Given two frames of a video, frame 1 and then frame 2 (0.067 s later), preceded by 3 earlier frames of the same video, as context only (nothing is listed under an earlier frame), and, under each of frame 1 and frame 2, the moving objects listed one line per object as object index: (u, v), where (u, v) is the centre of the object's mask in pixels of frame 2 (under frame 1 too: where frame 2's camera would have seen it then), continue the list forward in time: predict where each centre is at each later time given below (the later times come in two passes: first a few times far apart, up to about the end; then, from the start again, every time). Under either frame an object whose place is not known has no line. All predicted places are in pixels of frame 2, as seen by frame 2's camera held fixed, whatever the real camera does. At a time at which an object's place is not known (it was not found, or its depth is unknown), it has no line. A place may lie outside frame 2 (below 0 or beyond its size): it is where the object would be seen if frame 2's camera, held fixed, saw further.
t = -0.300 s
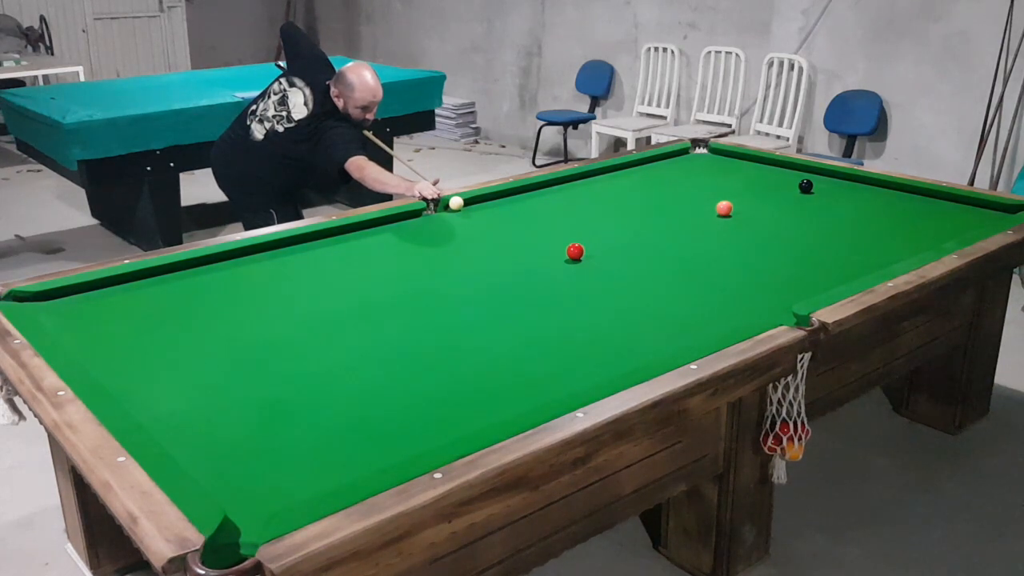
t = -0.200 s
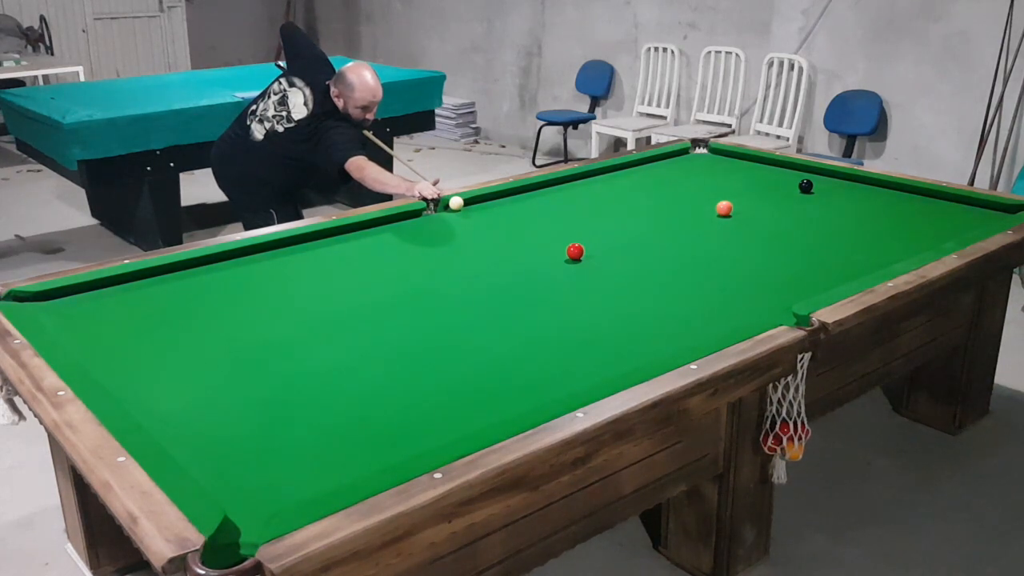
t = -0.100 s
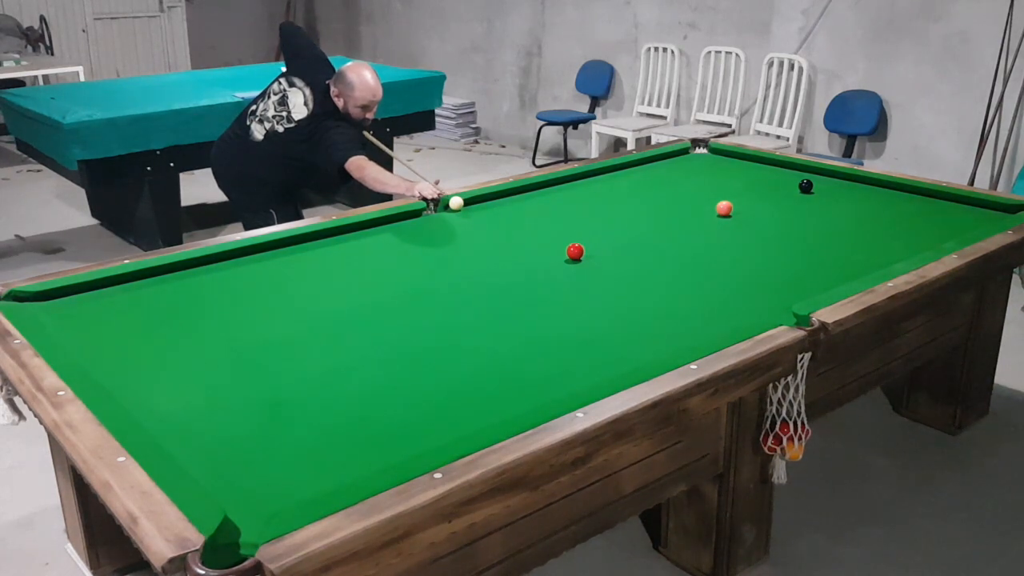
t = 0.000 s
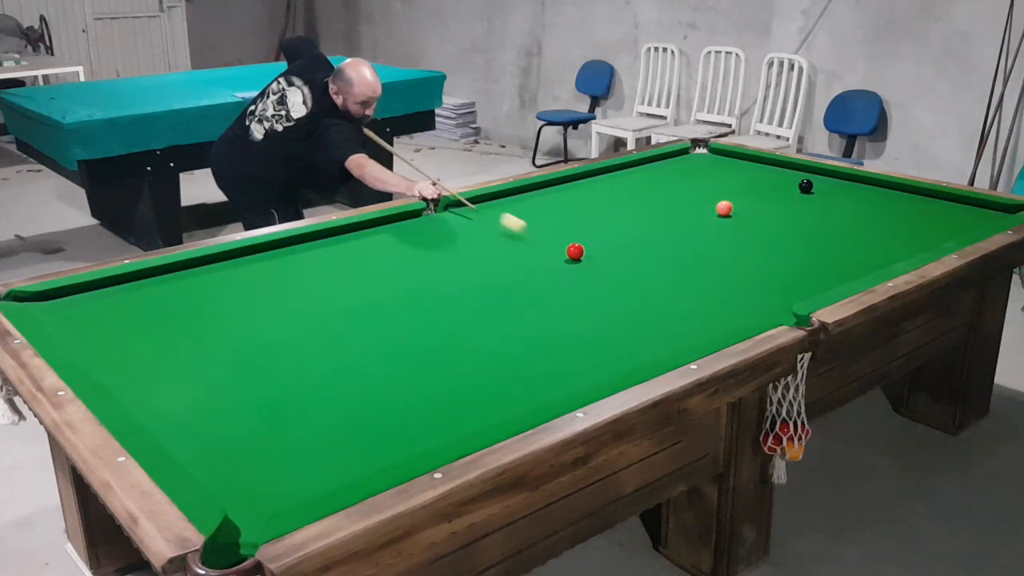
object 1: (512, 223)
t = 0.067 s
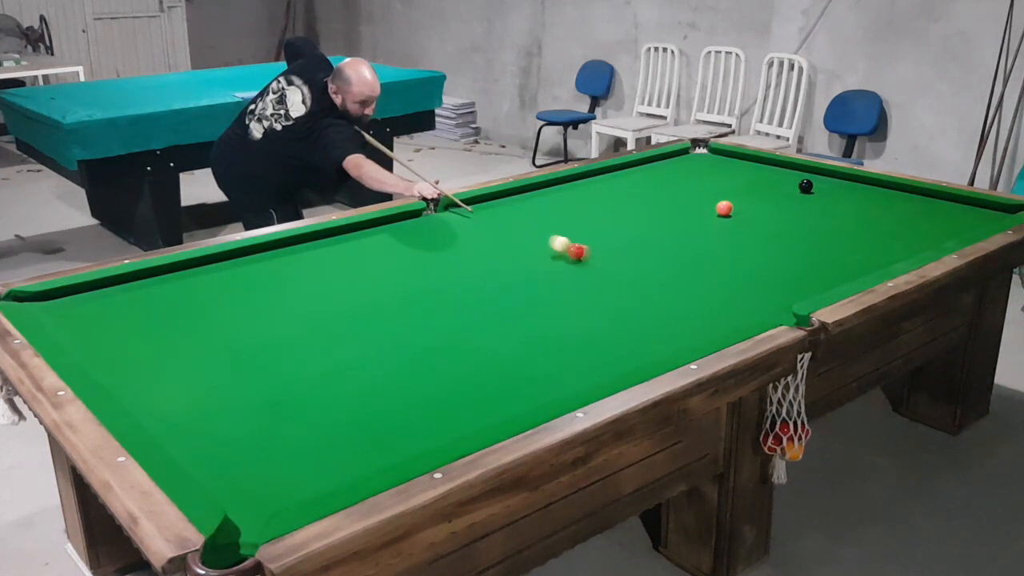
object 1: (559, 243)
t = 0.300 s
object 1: (552, 263)
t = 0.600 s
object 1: (591, 304)
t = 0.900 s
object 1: (646, 355)
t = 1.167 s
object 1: (562, 340)
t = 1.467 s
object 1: (483, 322)
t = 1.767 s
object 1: (415, 307)
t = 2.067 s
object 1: (356, 294)
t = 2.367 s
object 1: (304, 282)
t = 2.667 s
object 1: (259, 272)
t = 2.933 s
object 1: (224, 264)
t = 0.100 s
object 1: (560, 243)
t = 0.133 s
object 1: (558, 245)
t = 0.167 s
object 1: (555, 249)
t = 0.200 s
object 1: (553, 254)
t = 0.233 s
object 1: (552, 256)
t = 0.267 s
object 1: (552, 260)
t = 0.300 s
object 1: (552, 263)
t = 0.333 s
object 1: (554, 266)
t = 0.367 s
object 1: (556, 270)
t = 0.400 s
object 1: (559, 274)
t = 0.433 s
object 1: (562, 278)
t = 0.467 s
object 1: (567, 283)
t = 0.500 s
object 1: (573, 288)
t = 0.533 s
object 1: (579, 293)
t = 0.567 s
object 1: (585, 299)
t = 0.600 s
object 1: (591, 304)
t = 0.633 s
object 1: (598, 310)
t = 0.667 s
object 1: (604, 316)
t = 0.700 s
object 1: (611, 322)
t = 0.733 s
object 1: (618, 328)
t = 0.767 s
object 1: (625, 334)
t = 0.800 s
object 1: (632, 341)
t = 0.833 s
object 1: (640, 347)
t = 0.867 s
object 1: (647, 352)
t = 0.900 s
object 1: (646, 355)
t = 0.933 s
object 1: (635, 354)
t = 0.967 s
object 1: (623, 352)
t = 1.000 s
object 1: (613, 350)
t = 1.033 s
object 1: (602, 348)
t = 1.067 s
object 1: (592, 346)
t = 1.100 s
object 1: (582, 344)
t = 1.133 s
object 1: (572, 342)
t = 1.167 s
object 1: (562, 340)
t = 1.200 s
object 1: (553, 338)
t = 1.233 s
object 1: (543, 336)
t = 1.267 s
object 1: (534, 334)
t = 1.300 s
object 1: (525, 332)
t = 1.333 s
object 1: (516, 330)
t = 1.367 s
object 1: (507, 328)
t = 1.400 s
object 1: (499, 326)
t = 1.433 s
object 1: (491, 324)
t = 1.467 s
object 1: (483, 322)
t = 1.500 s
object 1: (475, 320)
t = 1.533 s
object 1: (467, 319)
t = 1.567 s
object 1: (459, 317)
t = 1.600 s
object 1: (451, 315)
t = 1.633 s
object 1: (444, 314)
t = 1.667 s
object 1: (436, 312)
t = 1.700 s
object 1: (429, 311)
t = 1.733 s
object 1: (422, 309)
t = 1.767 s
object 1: (415, 307)
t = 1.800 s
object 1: (408, 306)
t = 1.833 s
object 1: (401, 304)
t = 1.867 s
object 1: (394, 303)
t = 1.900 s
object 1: (387, 301)
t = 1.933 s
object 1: (381, 300)
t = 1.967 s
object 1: (375, 298)
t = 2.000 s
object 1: (368, 297)
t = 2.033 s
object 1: (362, 296)
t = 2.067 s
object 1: (356, 294)
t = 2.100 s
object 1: (350, 293)
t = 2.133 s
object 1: (343, 291)
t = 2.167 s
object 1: (338, 290)
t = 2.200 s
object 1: (332, 289)
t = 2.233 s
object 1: (326, 287)
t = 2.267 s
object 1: (320, 286)
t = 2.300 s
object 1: (315, 285)
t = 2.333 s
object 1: (309, 284)
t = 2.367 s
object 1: (304, 282)
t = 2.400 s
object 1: (299, 281)
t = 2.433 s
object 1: (293, 280)
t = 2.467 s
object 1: (288, 279)
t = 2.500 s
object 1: (283, 278)
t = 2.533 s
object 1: (279, 277)
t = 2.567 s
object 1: (273, 275)
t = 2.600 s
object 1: (269, 274)
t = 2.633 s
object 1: (264, 273)
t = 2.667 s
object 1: (259, 272)
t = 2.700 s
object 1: (254, 271)
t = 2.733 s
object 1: (250, 270)
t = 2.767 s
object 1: (246, 269)
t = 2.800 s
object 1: (241, 268)
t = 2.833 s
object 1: (237, 267)
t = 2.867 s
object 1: (233, 266)
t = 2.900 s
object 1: (228, 265)
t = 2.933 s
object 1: (224, 264)
